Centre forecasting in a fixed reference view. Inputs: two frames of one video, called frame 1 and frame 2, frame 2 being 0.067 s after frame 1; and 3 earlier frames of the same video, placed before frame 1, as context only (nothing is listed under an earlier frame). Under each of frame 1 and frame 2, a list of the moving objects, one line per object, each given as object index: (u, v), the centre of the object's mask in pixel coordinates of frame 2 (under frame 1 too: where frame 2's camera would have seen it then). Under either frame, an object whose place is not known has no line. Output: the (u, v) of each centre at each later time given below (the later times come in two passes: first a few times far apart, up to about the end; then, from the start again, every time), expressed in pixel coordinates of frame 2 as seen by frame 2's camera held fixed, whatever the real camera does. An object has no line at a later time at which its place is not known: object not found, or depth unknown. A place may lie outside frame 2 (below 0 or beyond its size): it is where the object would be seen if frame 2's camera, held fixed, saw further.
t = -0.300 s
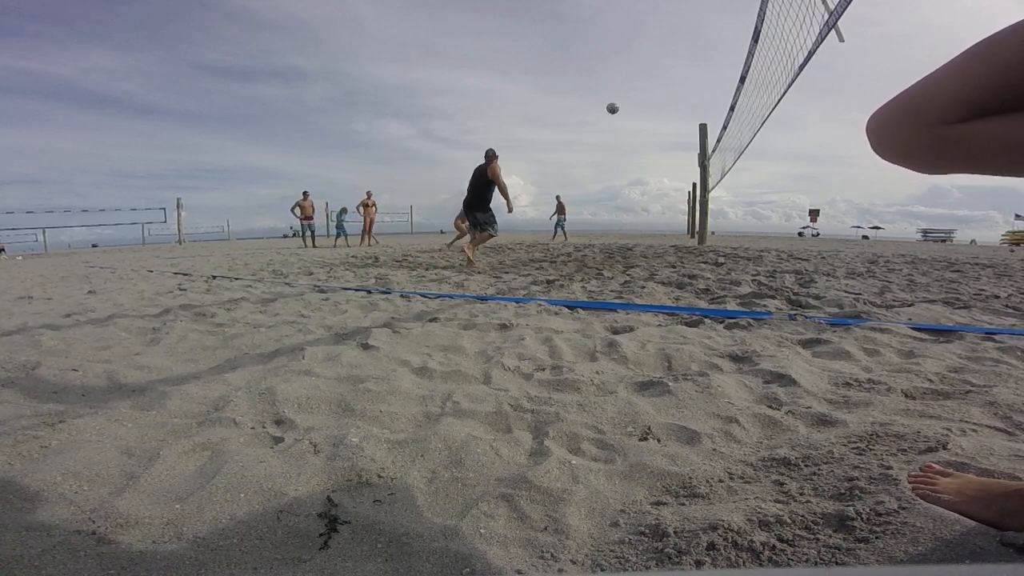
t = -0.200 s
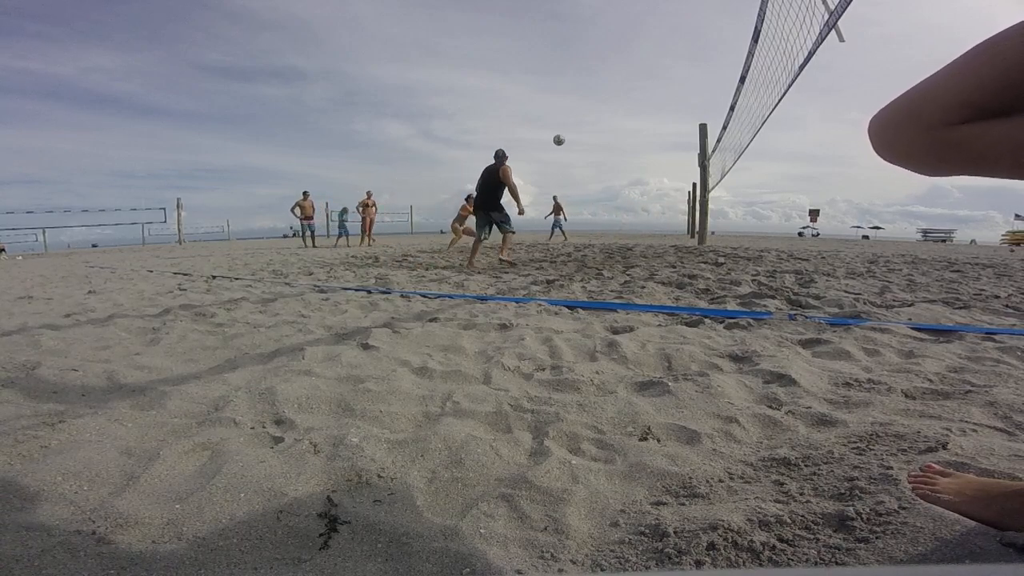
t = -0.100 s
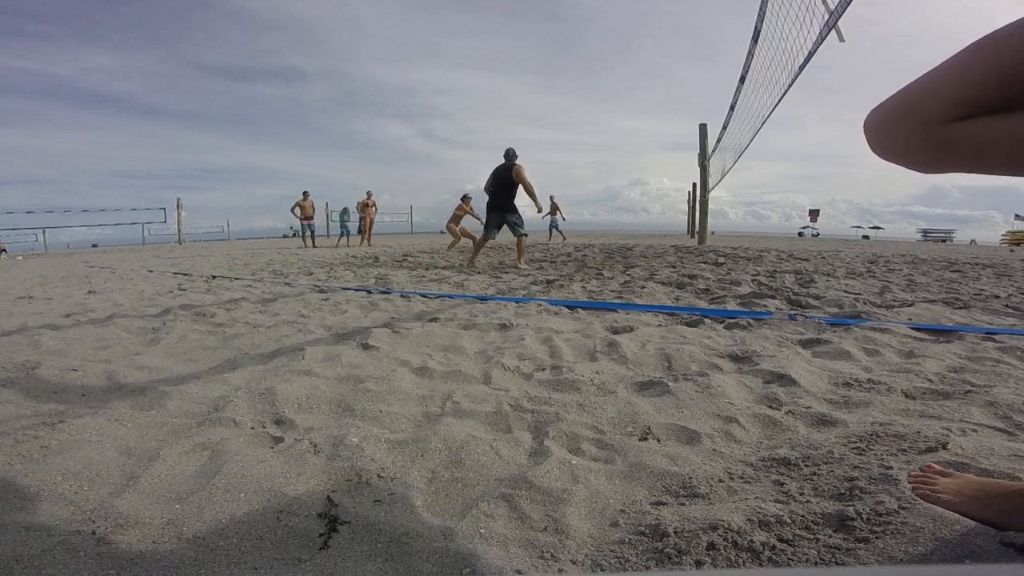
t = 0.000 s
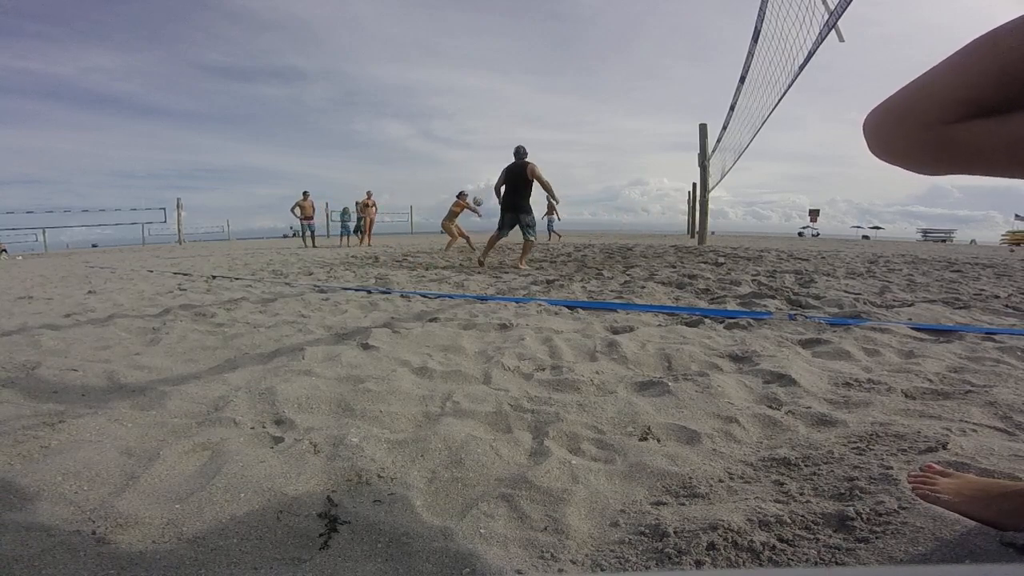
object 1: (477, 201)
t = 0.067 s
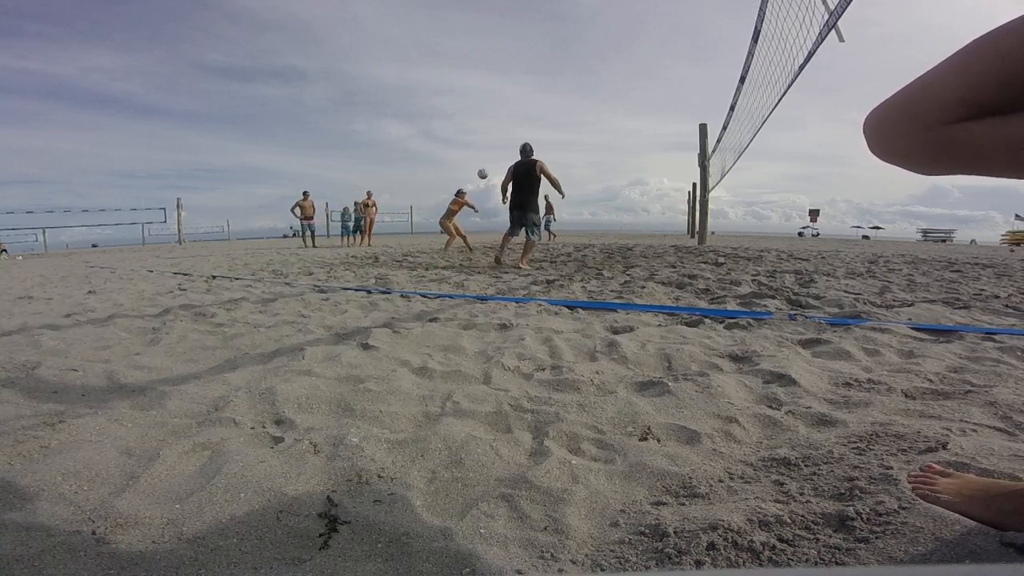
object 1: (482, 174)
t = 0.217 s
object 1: (494, 120)
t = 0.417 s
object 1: (511, 67)
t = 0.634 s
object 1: (531, 30)
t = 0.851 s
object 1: (554, 13)
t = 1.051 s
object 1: (578, 14)
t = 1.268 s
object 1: (613, 38)
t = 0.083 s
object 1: (483, 167)
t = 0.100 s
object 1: (485, 161)
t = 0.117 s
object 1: (486, 155)
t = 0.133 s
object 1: (487, 149)
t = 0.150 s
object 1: (489, 143)
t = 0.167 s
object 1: (490, 137)
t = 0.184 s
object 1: (491, 132)
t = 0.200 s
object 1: (493, 126)
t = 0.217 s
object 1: (494, 120)
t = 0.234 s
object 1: (496, 115)
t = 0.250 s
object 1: (497, 110)
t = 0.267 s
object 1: (498, 106)
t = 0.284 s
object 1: (500, 101)
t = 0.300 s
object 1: (501, 96)
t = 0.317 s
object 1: (503, 91)
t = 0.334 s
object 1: (504, 87)
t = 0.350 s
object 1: (505, 83)
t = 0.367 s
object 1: (507, 78)
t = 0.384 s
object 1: (508, 75)
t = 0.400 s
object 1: (510, 71)
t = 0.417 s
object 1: (511, 67)
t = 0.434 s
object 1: (513, 64)
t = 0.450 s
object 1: (514, 60)
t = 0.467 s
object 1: (516, 57)
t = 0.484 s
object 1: (517, 54)
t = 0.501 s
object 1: (519, 51)
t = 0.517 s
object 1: (520, 48)
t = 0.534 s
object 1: (522, 45)
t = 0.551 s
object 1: (523, 42)
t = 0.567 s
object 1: (525, 39)
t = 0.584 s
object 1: (526, 37)
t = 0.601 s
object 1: (528, 34)
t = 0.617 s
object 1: (530, 32)
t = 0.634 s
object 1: (531, 30)
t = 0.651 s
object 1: (533, 28)
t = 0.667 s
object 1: (534, 26)
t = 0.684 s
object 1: (536, 25)
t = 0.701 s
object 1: (538, 23)
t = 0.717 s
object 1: (539, 21)
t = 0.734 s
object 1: (541, 20)
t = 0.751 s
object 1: (543, 19)
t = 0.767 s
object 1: (545, 18)
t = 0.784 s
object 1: (546, 17)
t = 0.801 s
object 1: (548, 15)
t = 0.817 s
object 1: (550, 14)
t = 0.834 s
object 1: (552, 14)
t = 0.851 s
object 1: (554, 13)
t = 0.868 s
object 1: (555, 12)
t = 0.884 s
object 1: (557, 12)
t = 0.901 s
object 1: (559, 12)
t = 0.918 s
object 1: (561, 12)
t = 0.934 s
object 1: (563, 12)
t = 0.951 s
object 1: (565, 12)
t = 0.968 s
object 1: (567, 12)
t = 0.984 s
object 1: (569, 12)
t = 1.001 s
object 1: (572, 13)
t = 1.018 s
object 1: (574, 13)
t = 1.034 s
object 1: (576, 14)
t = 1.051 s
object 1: (578, 14)
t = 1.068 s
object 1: (581, 16)
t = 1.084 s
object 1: (583, 17)
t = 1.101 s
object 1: (586, 18)
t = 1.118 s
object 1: (588, 19)
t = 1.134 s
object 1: (591, 20)
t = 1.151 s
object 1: (593, 22)
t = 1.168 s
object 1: (595, 24)
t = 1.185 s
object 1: (598, 26)
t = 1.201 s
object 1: (601, 28)
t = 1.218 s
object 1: (604, 30)
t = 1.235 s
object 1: (606, 33)
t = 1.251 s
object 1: (609, 35)
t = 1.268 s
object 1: (613, 38)
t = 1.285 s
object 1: (615, 42)
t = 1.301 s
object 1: (619, 44)
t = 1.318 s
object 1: (621, 48)
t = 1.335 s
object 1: (625, 52)
